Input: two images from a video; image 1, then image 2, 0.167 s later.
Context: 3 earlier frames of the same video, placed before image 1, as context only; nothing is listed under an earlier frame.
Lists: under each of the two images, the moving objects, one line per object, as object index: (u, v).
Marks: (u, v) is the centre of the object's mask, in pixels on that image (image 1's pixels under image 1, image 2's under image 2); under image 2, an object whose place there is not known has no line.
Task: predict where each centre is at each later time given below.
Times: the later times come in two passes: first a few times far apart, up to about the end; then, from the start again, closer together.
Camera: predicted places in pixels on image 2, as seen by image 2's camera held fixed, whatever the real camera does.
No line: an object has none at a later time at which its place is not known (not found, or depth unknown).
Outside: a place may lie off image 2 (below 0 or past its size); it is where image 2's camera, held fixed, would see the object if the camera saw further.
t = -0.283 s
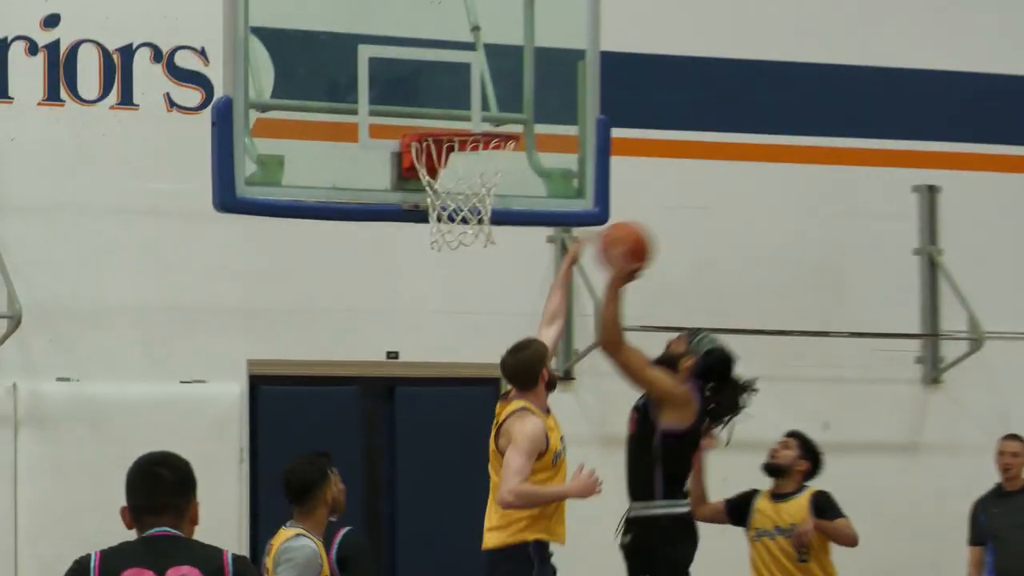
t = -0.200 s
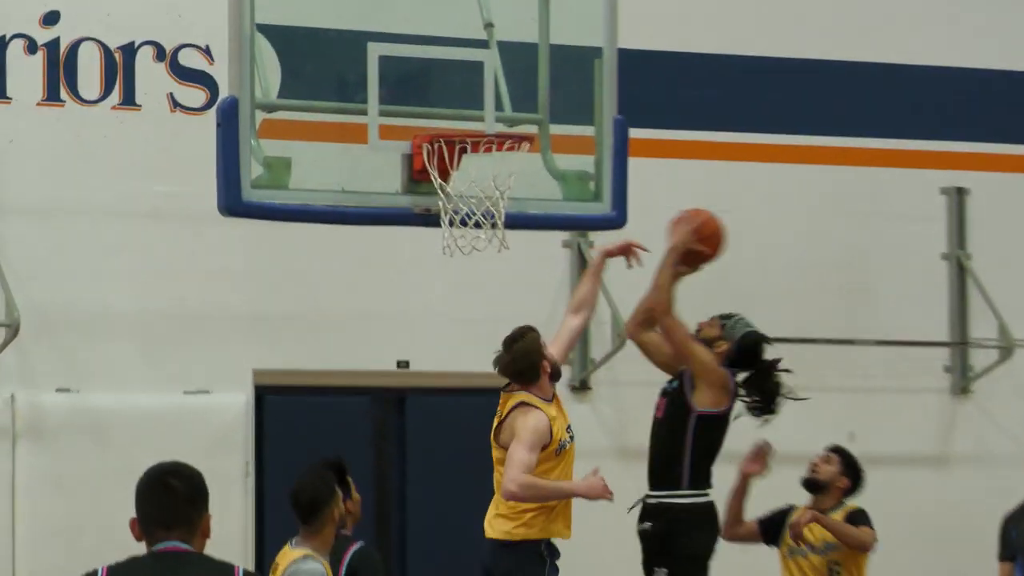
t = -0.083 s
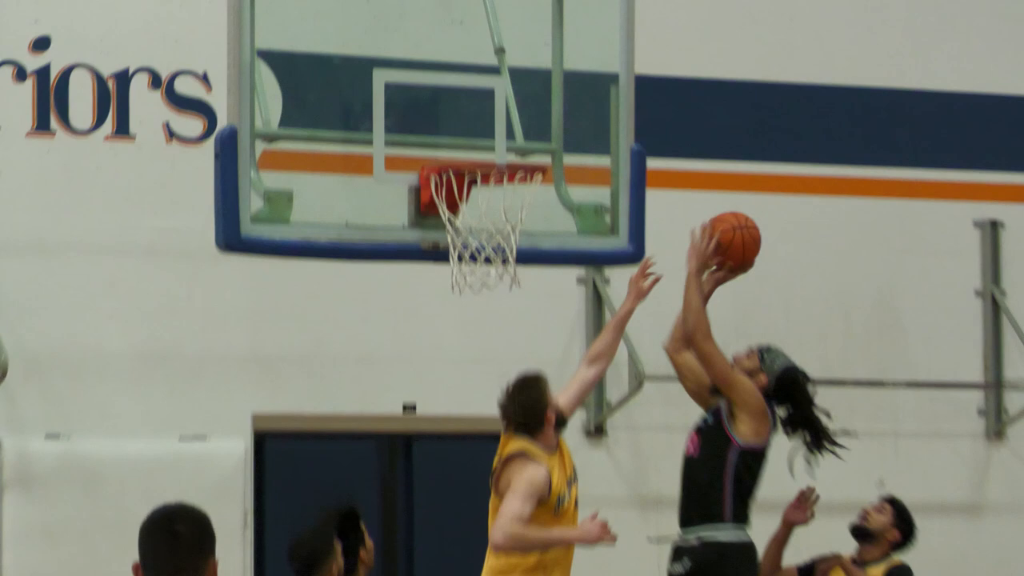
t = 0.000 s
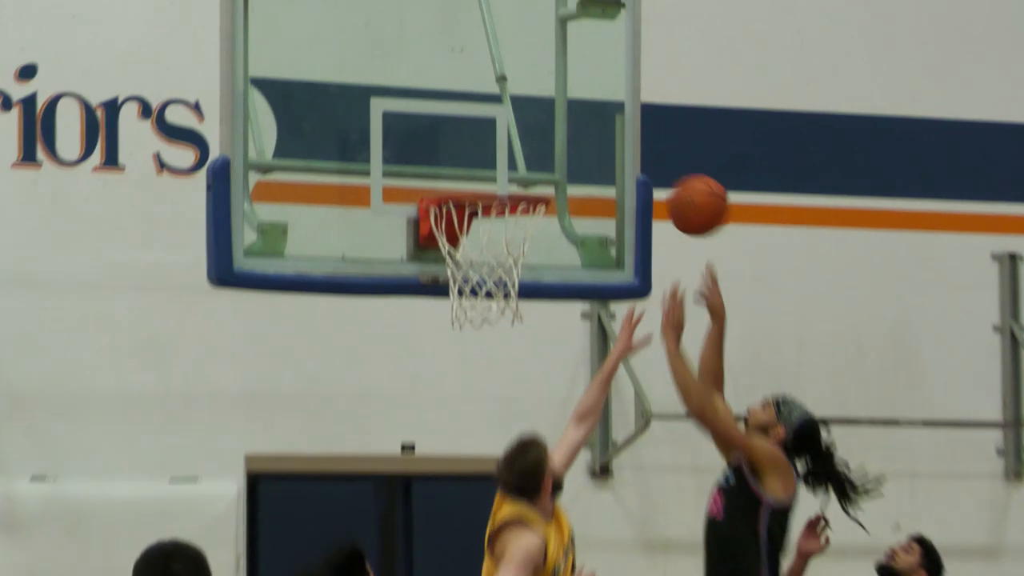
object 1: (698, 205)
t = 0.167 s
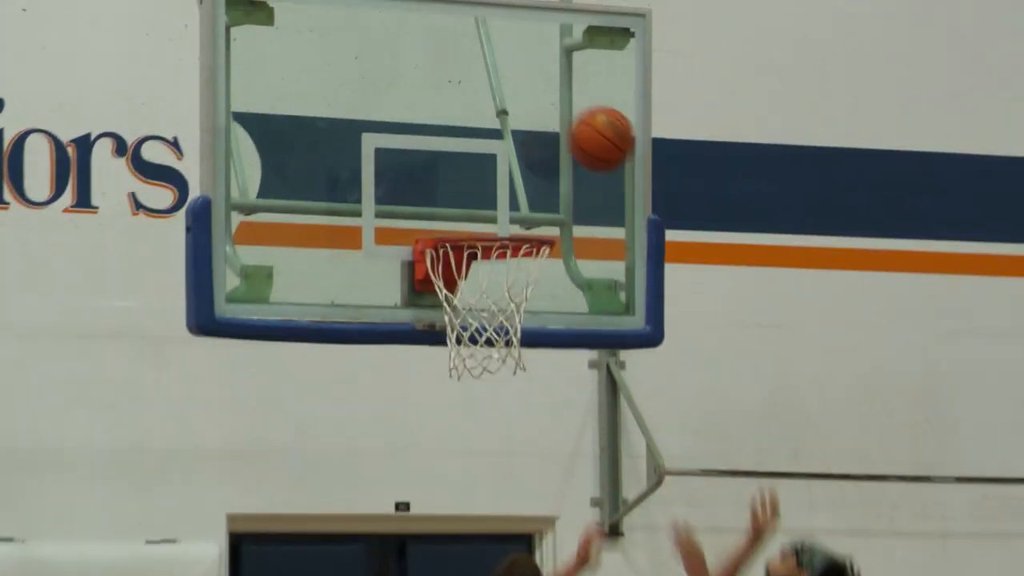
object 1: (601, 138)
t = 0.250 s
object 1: (560, 116)
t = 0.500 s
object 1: (532, 178)
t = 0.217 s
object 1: (567, 120)
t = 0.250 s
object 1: (560, 116)
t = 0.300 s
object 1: (554, 115)
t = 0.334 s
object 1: (551, 118)
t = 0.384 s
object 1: (545, 129)
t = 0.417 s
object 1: (542, 139)
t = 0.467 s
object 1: (536, 161)
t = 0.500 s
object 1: (532, 178)
